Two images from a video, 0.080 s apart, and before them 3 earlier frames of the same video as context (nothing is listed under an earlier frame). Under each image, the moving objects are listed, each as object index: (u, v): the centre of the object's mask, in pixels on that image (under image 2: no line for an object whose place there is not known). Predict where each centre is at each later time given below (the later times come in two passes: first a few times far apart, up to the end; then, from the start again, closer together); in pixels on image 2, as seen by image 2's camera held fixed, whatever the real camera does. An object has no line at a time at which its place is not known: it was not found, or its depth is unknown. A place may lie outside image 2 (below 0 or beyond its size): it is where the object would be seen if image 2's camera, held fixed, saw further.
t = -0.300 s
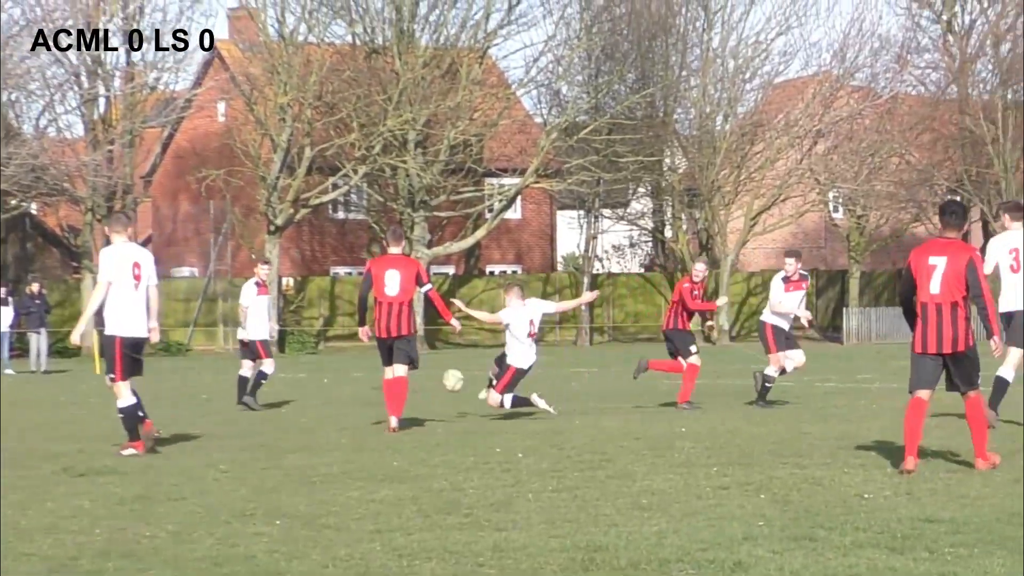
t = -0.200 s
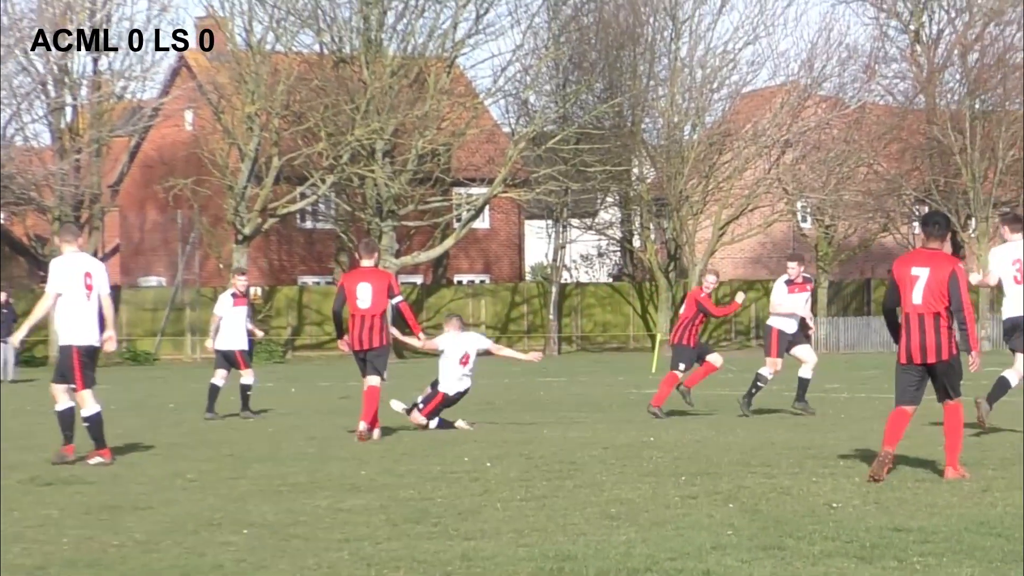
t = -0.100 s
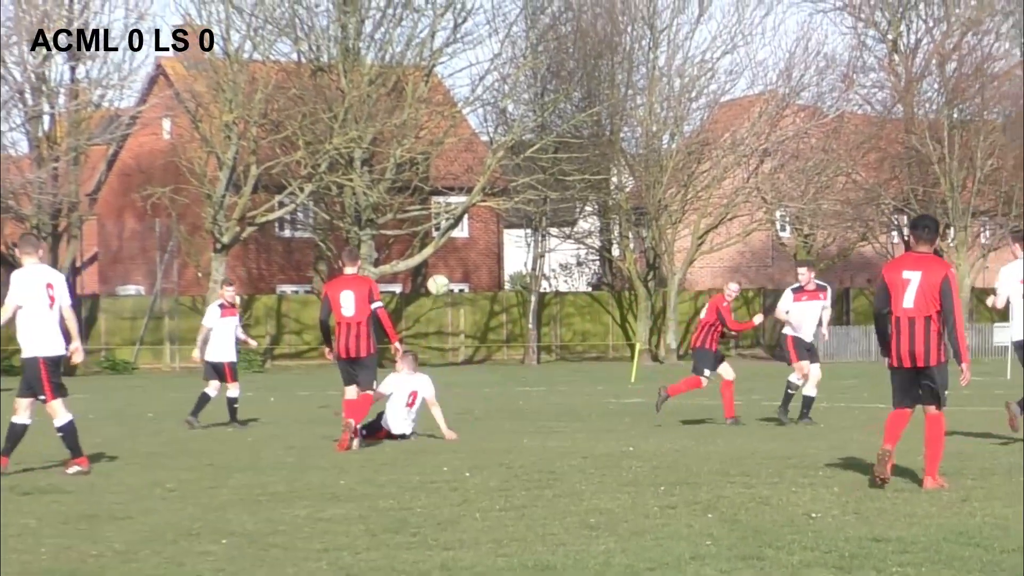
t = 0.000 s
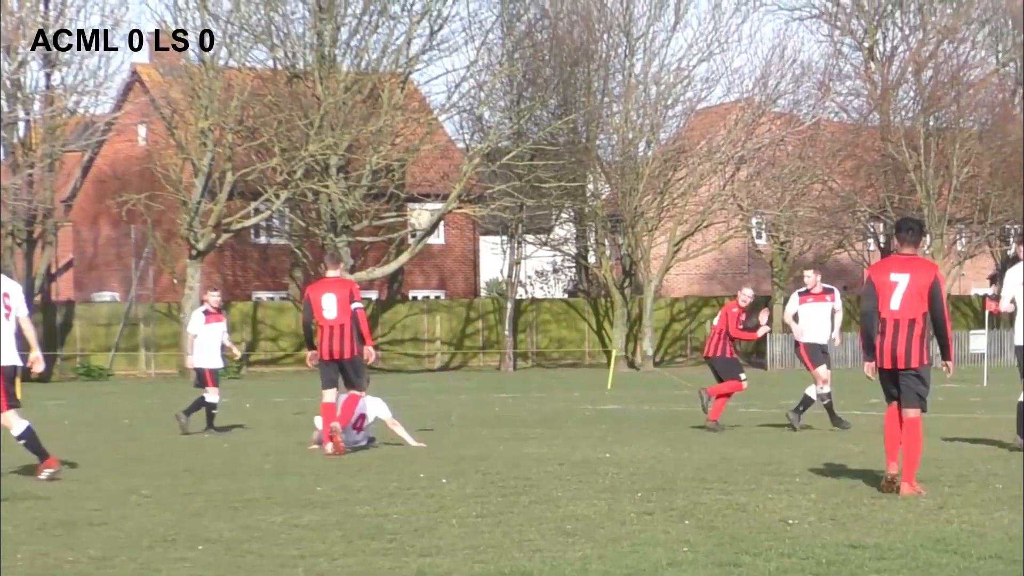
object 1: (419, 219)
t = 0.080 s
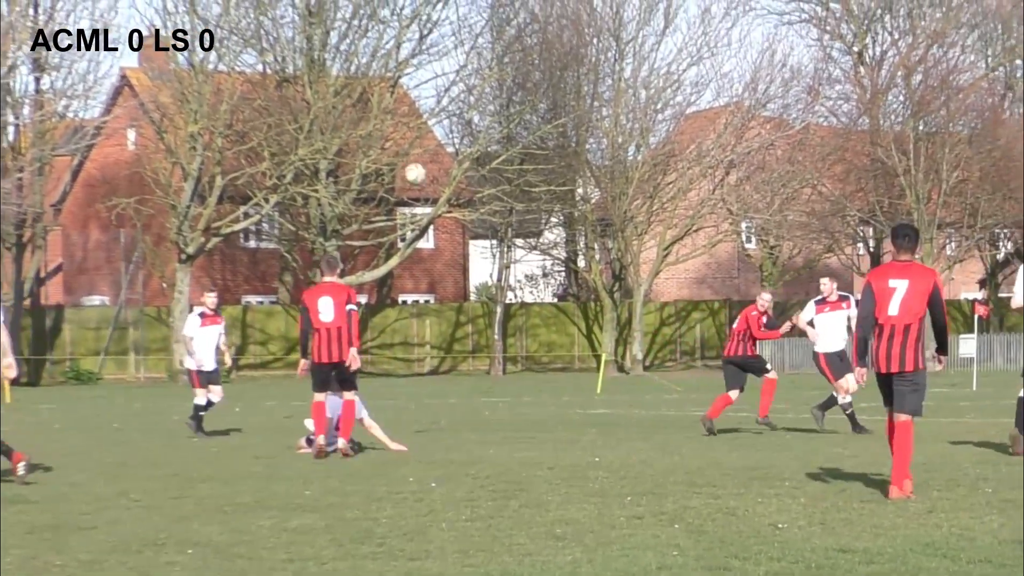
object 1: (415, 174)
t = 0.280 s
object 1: (433, 78)
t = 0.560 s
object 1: (458, 9)
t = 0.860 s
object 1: (493, 22)
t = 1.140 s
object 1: (525, 114)
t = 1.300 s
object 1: (543, 201)
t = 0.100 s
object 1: (416, 162)
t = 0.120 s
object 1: (418, 151)
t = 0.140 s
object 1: (419, 140)
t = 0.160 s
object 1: (421, 130)
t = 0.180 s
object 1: (423, 120)
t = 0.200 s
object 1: (424, 110)
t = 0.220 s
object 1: (426, 103)
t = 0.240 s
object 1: (429, 95)
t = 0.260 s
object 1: (431, 87)
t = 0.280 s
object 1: (433, 78)
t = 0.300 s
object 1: (432, 69)
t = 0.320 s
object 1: (436, 62)
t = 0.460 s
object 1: (449, 25)
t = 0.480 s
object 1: (450, 20)
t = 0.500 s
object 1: (452, 17)
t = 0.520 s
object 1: (454, 14)
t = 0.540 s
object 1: (456, 11)
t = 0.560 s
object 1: (458, 9)
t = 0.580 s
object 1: (460, 6)
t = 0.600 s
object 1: (463, 5)
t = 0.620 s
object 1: (465, 3)
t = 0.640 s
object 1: (467, 3)
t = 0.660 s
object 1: (469, 3)
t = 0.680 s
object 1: (470, 3)
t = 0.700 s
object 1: (474, 4)
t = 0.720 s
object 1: (476, 5)
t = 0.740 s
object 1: (478, 7)
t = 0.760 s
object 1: (480, 8)
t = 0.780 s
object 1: (483, 10)
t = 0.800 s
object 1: (484, 12)
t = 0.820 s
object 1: (487, 15)
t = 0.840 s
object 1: (490, 18)
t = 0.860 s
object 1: (493, 22)
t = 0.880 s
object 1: (495, 26)
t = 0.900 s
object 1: (497, 31)
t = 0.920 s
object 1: (500, 35)
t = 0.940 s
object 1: (502, 40)
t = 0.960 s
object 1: (503, 46)
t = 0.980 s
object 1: (505, 51)
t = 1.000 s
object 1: (508, 58)
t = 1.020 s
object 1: (510, 65)
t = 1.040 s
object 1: (513, 72)
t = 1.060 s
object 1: (516, 80)
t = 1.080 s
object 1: (517, 87)
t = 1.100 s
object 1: (520, 96)
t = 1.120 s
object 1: (522, 105)
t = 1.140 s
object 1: (525, 114)
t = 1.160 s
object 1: (527, 124)
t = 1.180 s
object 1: (529, 133)
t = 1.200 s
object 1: (532, 144)
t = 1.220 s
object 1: (534, 155)
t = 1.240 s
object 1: (536, 166)
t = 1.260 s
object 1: (539, 177)
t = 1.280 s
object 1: (541, 189)
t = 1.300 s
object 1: (543, 201)
